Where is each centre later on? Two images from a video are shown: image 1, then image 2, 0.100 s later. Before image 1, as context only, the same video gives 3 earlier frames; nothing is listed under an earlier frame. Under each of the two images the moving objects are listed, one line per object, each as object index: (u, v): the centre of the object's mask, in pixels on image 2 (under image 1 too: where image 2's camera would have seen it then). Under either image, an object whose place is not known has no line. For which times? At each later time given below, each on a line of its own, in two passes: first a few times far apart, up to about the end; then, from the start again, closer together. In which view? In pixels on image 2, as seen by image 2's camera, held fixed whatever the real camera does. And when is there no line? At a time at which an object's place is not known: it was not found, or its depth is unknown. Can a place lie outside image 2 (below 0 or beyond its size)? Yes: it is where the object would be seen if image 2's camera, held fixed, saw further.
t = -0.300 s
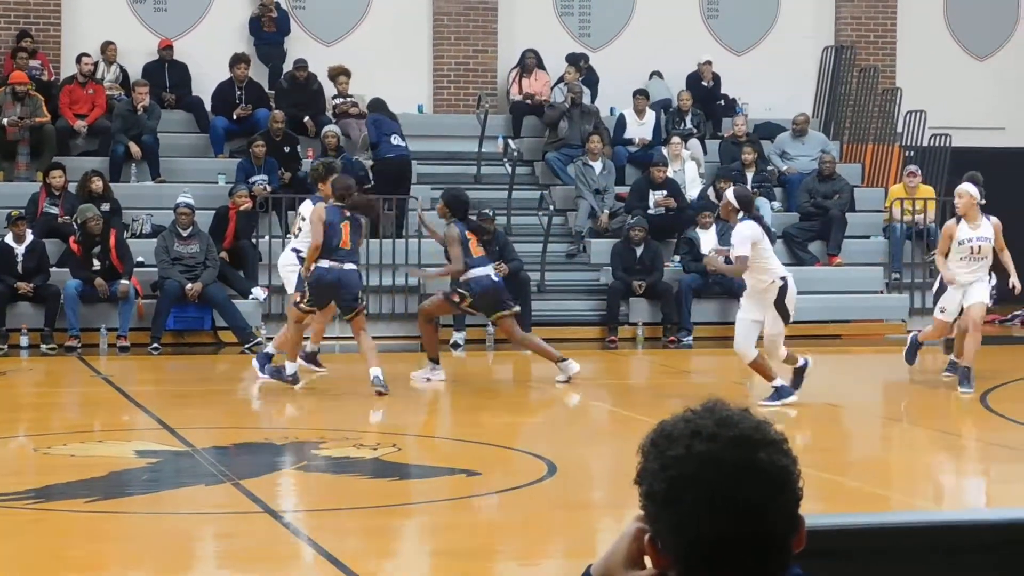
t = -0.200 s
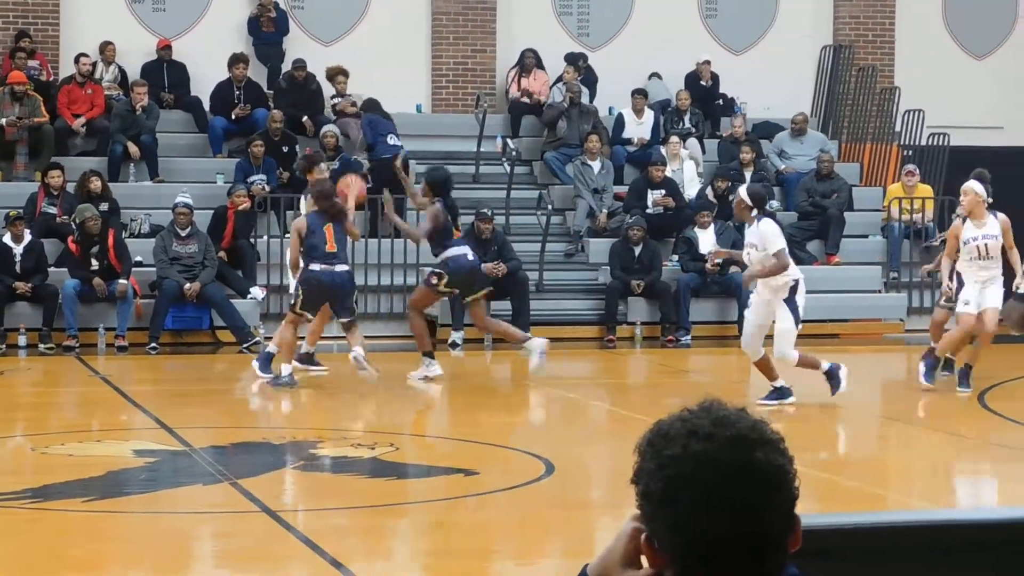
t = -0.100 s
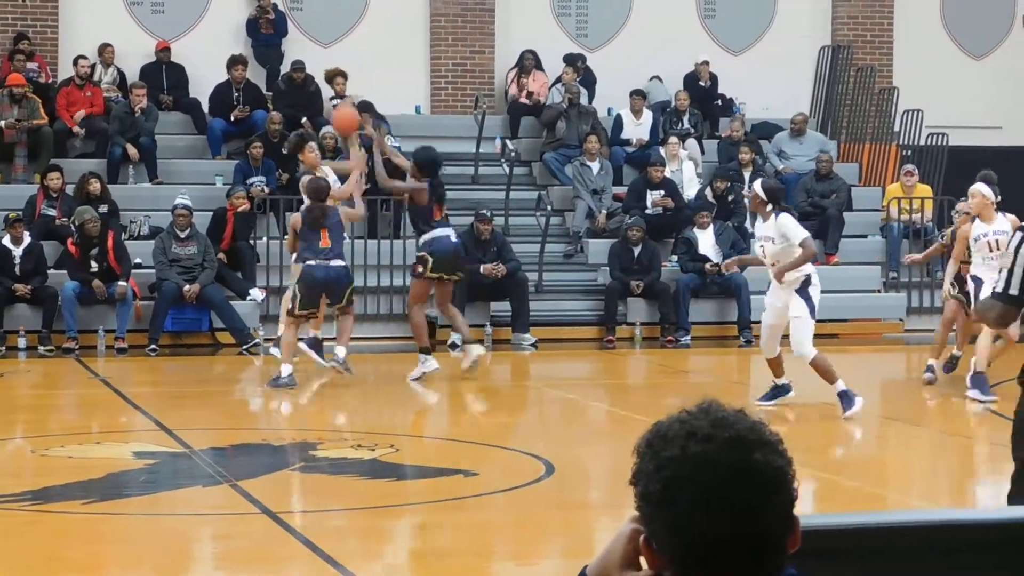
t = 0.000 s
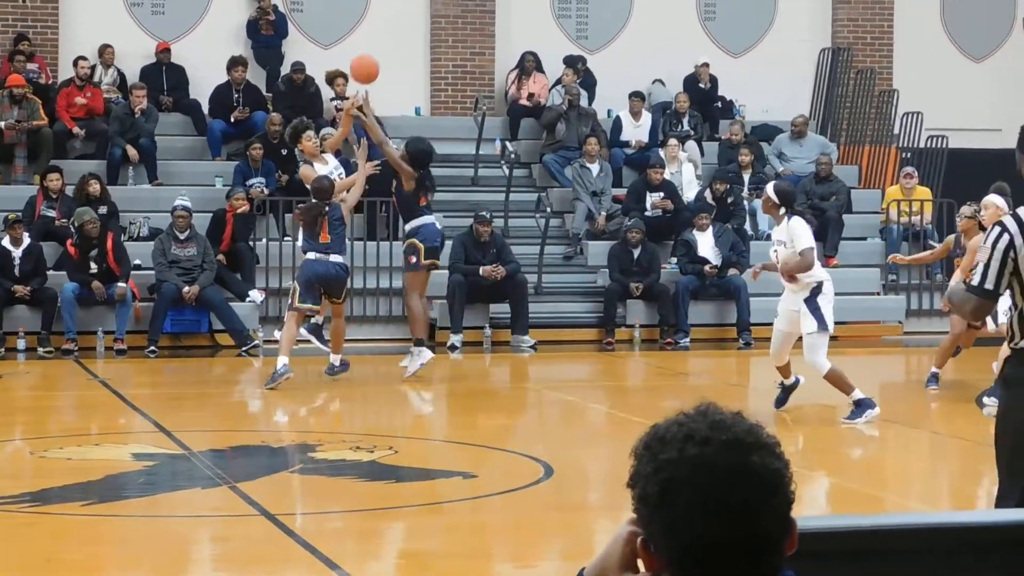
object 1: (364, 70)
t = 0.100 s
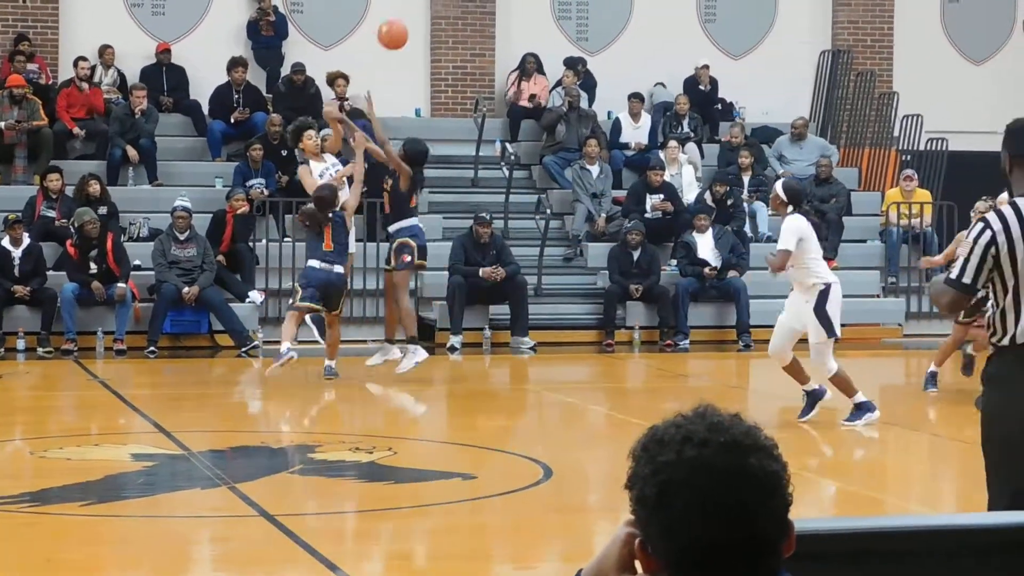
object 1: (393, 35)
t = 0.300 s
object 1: (451, 4)
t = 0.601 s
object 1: (555, 44)
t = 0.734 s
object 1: (605, 114)
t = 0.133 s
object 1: (402, 25)
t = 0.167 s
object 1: (412, 17)
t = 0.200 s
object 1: (423, 11)
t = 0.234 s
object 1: (431, 7)
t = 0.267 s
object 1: (442, 6)
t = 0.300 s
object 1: (451, 4)
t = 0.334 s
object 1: (460, 3)
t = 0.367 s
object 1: (473, 4)
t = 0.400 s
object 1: (484, 6)
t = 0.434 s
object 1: (495, 9)
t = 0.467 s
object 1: (506, 13)
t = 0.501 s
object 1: (518, 18)
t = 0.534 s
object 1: (530, 24)
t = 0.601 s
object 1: (555, 44)
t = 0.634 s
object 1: (568, 59)
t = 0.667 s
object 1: (580, 75)
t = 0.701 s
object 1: (592, 93)
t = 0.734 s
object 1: (605, 114)
